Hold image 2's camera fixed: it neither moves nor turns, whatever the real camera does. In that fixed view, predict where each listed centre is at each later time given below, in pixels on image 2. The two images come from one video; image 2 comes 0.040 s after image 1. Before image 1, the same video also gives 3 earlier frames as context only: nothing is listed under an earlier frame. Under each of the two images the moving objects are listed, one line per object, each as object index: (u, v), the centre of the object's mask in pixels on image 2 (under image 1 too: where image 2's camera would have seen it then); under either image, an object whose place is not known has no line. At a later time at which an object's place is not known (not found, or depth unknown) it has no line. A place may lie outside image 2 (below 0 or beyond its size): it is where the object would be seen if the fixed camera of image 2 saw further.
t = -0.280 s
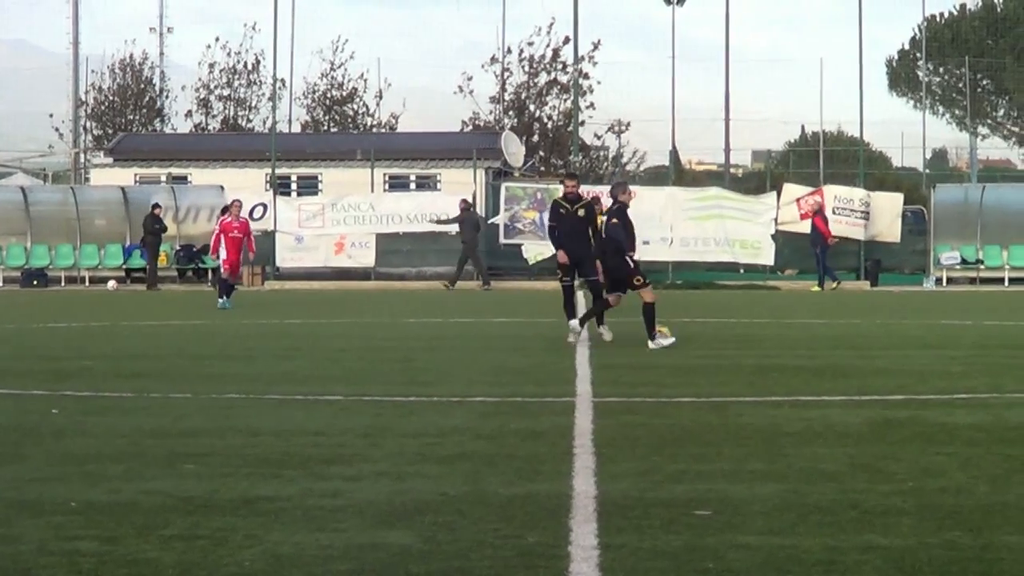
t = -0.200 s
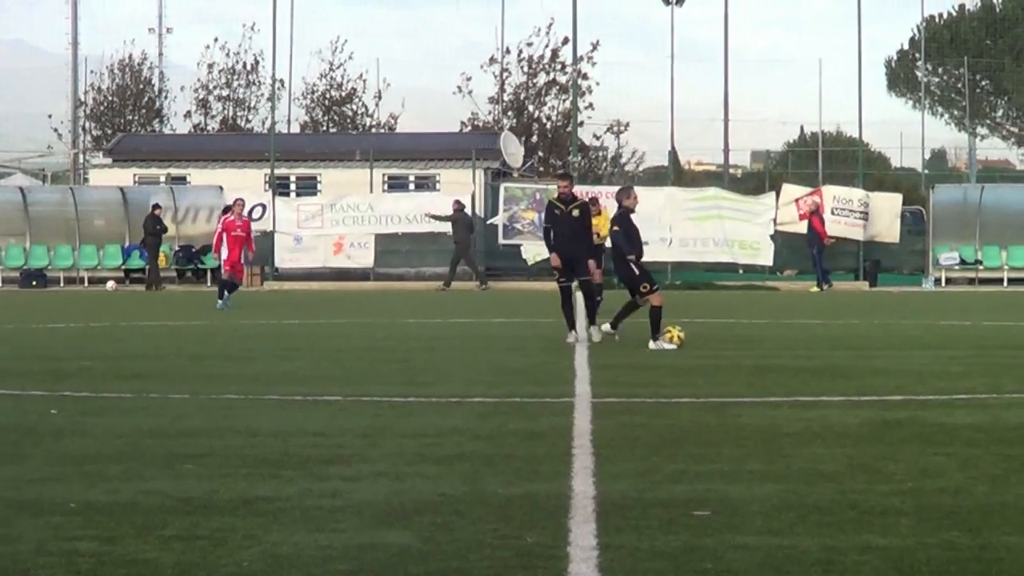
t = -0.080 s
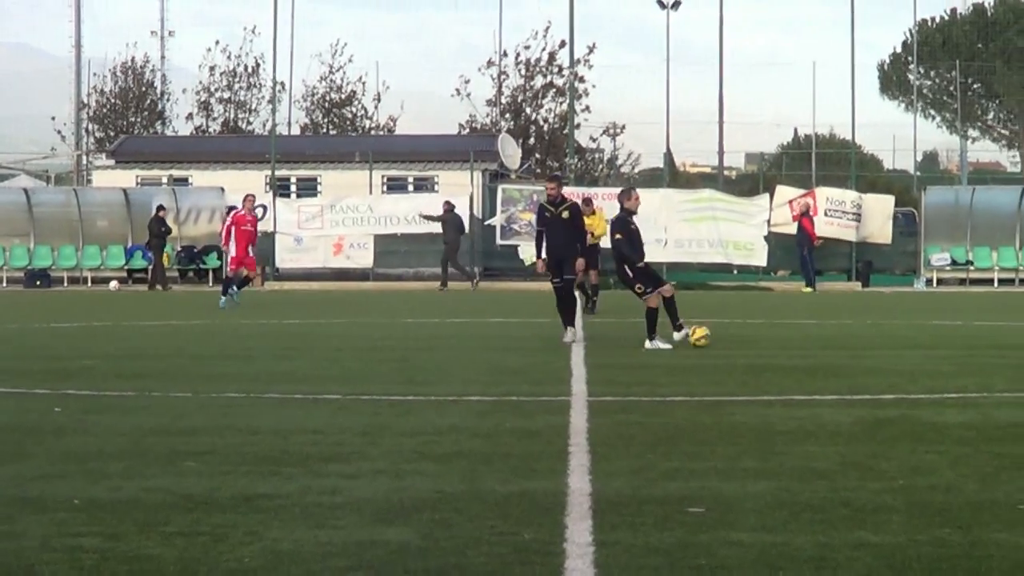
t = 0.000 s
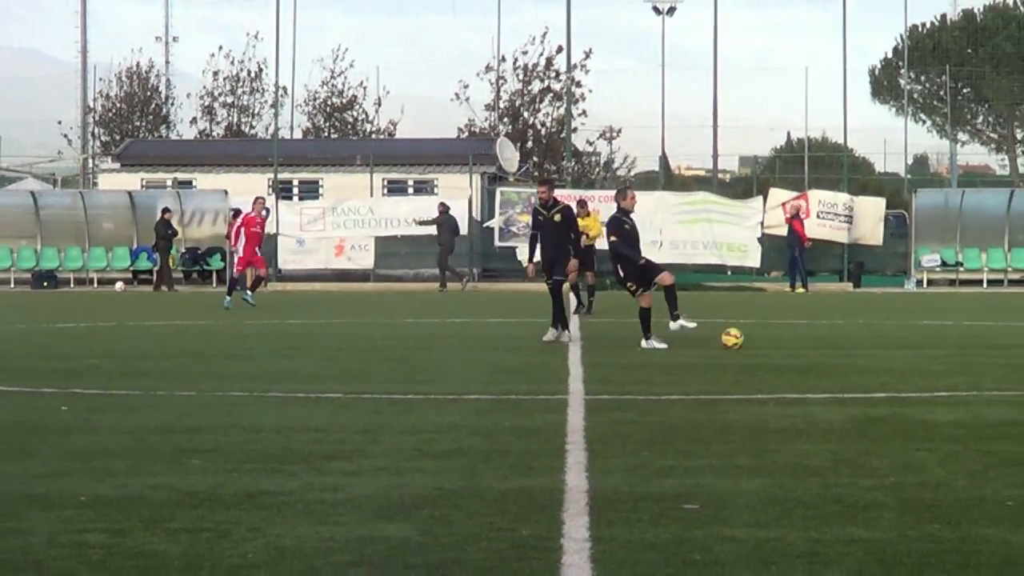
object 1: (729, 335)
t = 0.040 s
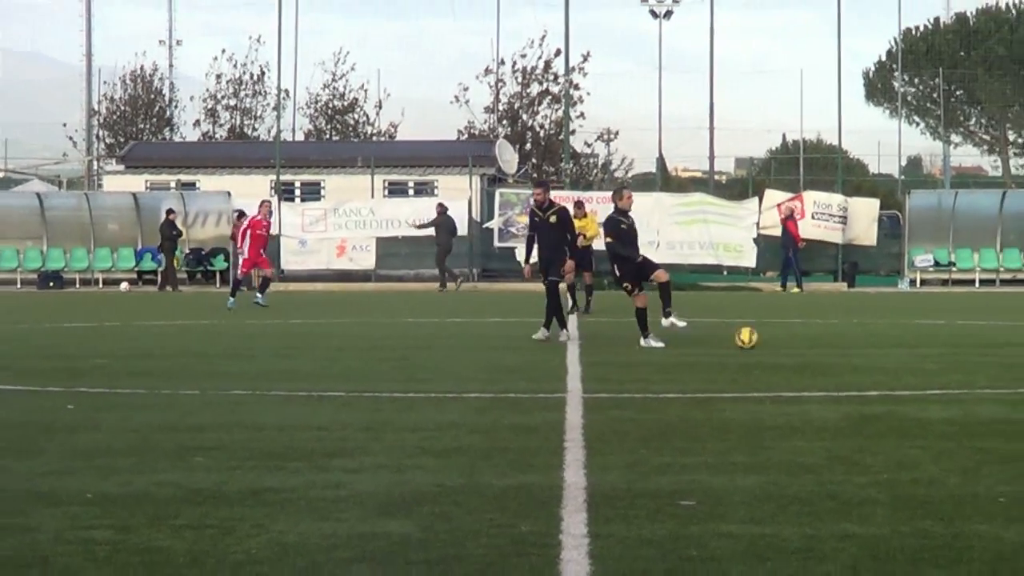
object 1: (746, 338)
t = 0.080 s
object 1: (763, 338)
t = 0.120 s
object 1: (780, 340)
